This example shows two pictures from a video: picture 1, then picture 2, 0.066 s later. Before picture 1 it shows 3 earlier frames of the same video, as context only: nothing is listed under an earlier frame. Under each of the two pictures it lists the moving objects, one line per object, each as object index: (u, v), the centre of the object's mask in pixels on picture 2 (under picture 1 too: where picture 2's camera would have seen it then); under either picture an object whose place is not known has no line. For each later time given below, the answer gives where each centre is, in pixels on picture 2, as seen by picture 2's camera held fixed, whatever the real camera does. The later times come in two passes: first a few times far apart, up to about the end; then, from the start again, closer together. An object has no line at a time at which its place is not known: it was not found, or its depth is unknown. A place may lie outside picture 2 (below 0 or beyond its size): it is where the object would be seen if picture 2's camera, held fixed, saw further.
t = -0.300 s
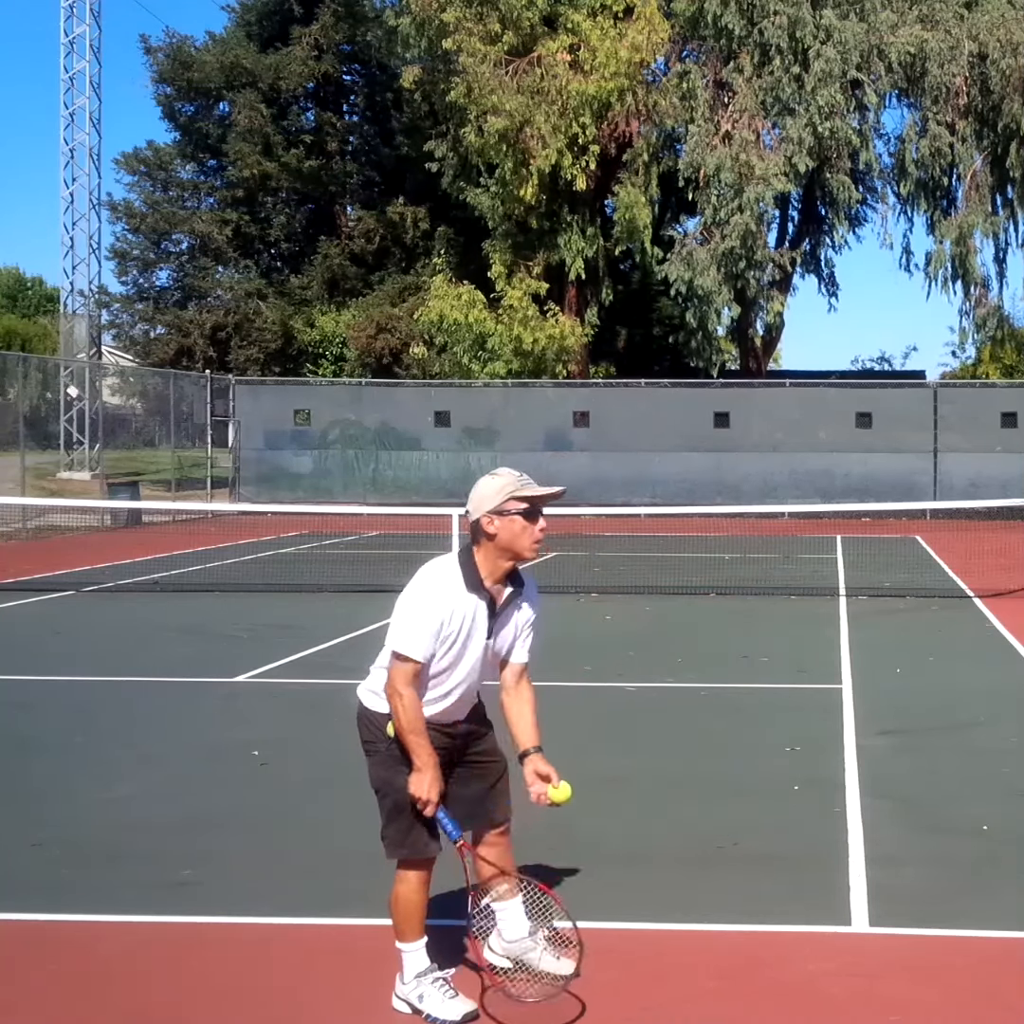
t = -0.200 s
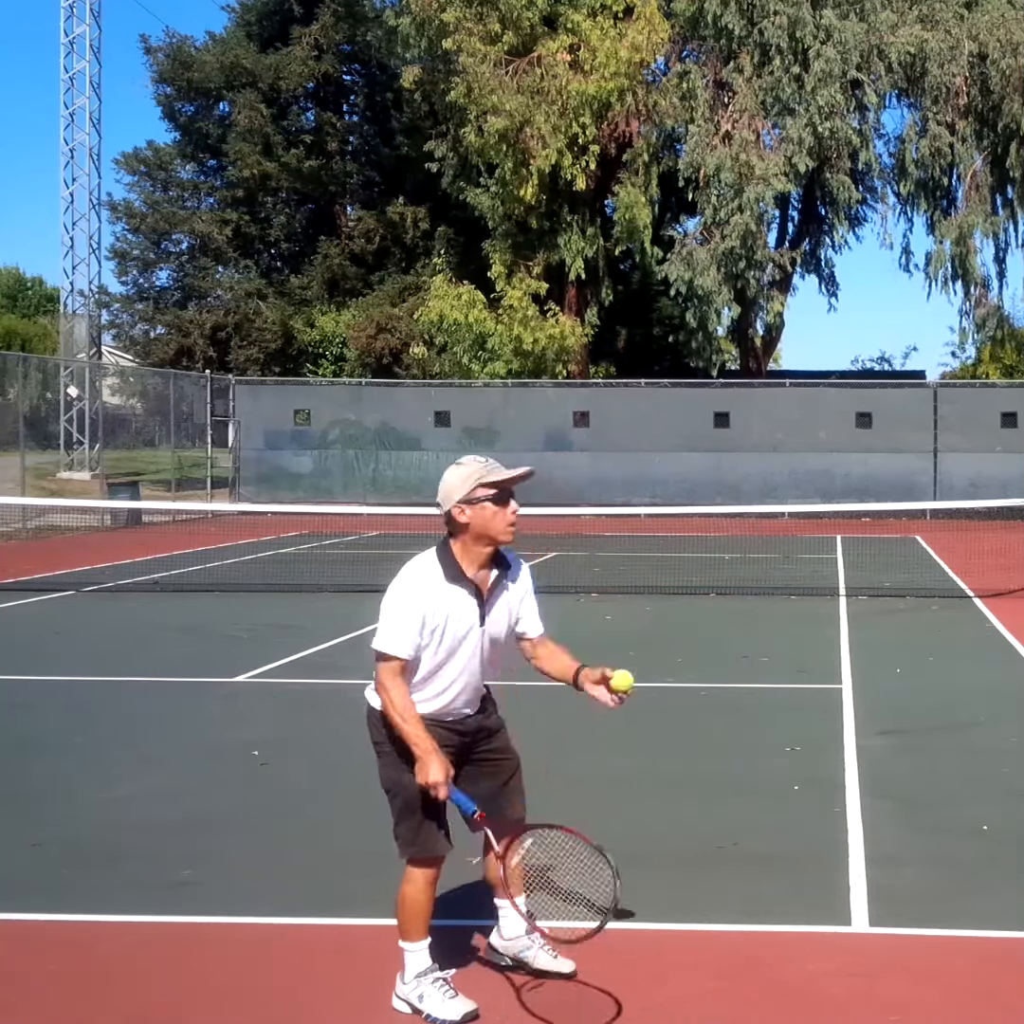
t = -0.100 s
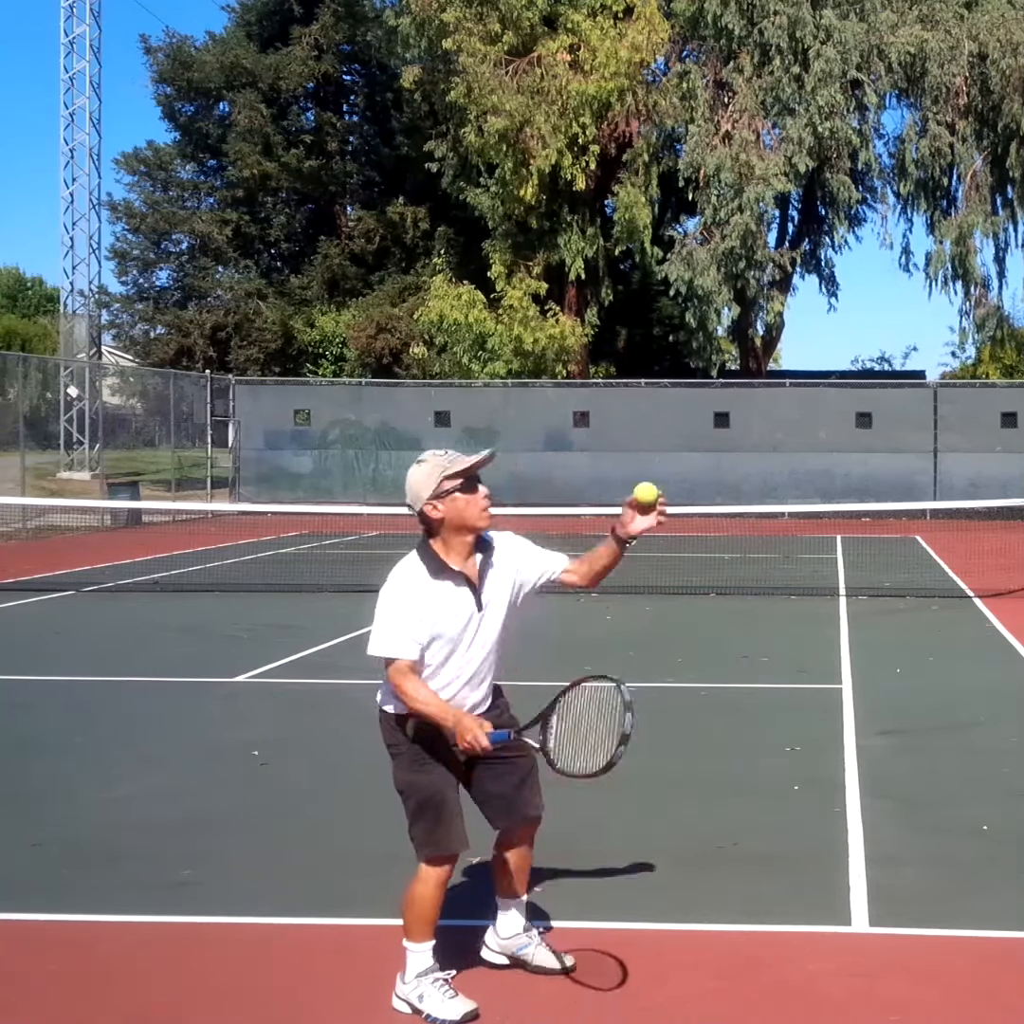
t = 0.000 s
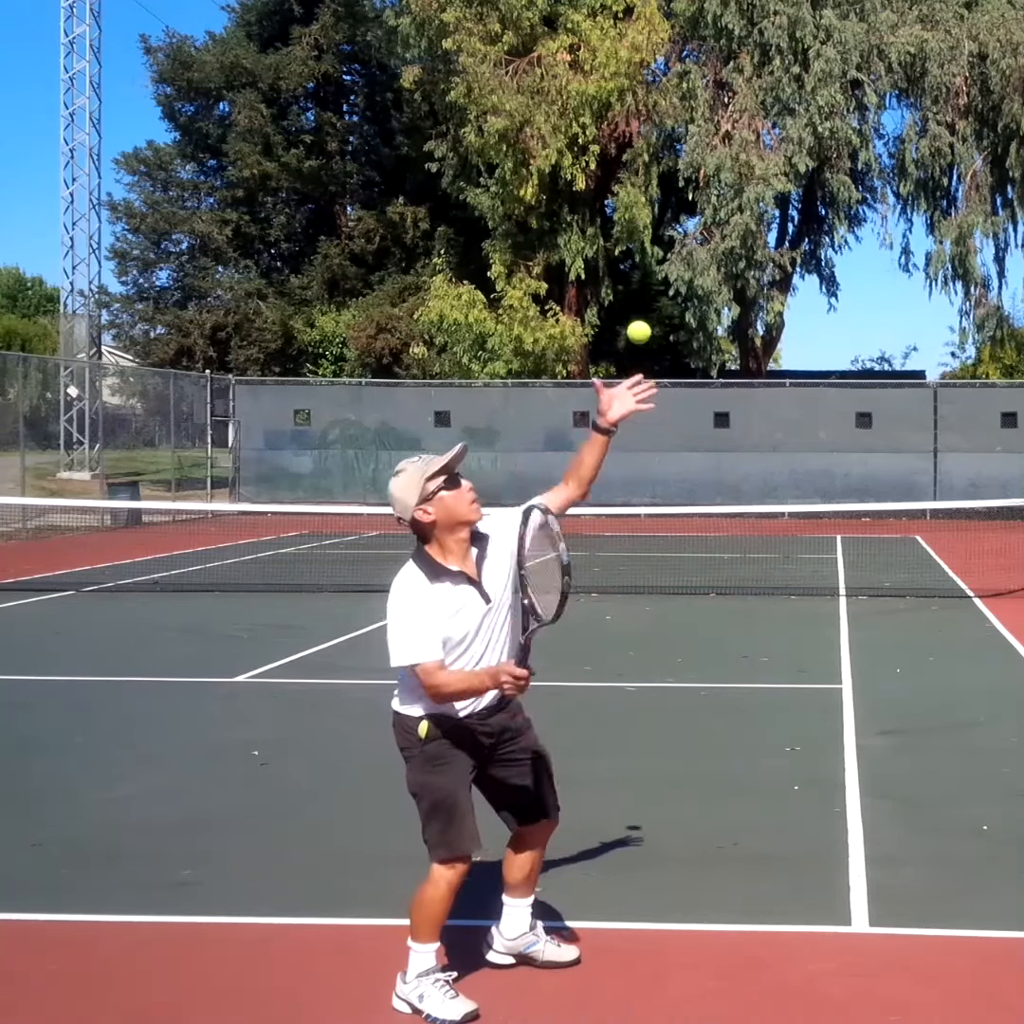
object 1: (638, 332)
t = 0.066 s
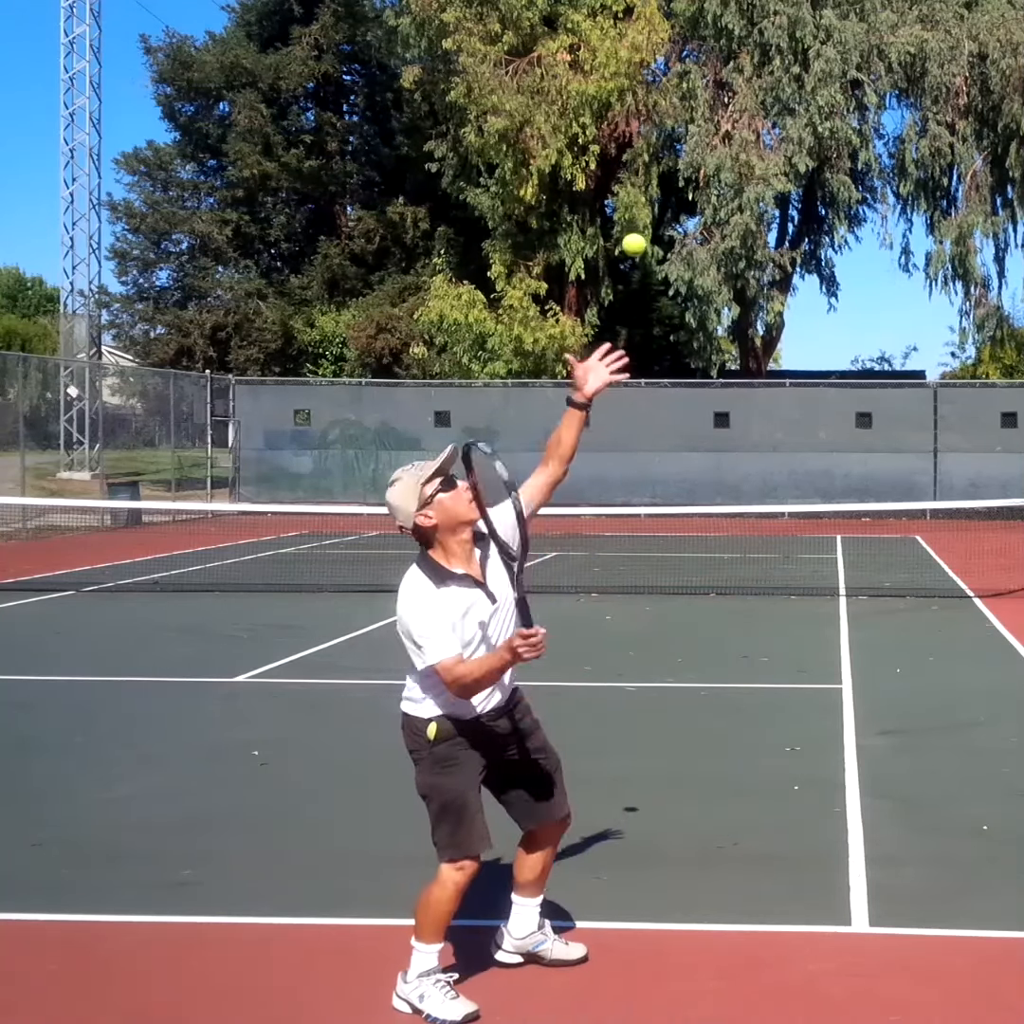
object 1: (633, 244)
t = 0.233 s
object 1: (621, 93)
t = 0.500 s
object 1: (600, 50)
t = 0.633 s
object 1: (588, 116)
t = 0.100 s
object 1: (631, 205)
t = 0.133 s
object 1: (629, 172)
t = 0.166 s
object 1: (626, 142)
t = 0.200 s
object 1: (624, 115)
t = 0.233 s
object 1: (621, 93)
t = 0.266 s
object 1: (618, 75)
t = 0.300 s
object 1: (616, 59)
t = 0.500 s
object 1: (600, 50)
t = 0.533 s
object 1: (596, 62)
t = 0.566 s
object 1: (594, 76)
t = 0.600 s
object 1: (592, 94)
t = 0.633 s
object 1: (588, 116)
